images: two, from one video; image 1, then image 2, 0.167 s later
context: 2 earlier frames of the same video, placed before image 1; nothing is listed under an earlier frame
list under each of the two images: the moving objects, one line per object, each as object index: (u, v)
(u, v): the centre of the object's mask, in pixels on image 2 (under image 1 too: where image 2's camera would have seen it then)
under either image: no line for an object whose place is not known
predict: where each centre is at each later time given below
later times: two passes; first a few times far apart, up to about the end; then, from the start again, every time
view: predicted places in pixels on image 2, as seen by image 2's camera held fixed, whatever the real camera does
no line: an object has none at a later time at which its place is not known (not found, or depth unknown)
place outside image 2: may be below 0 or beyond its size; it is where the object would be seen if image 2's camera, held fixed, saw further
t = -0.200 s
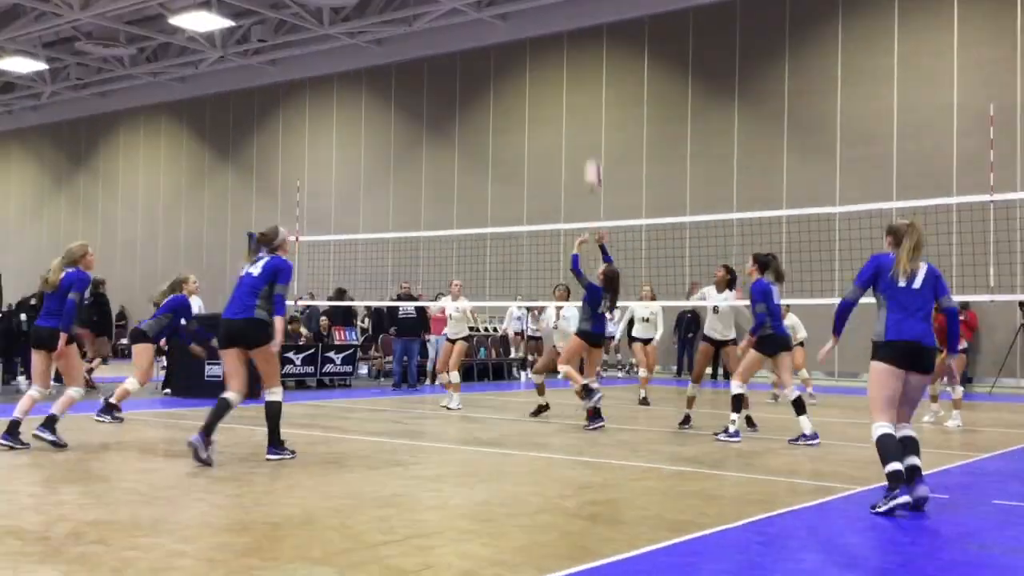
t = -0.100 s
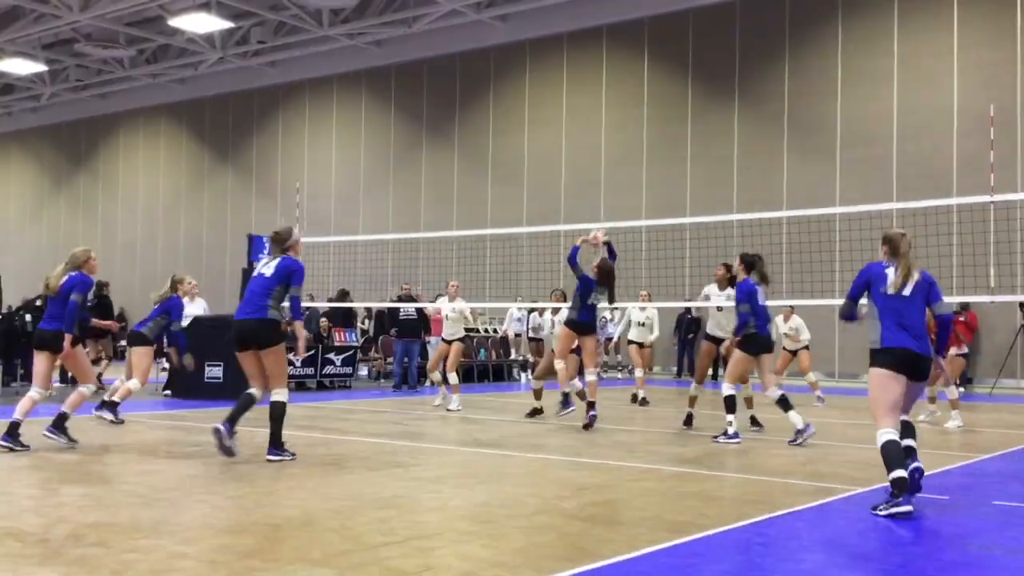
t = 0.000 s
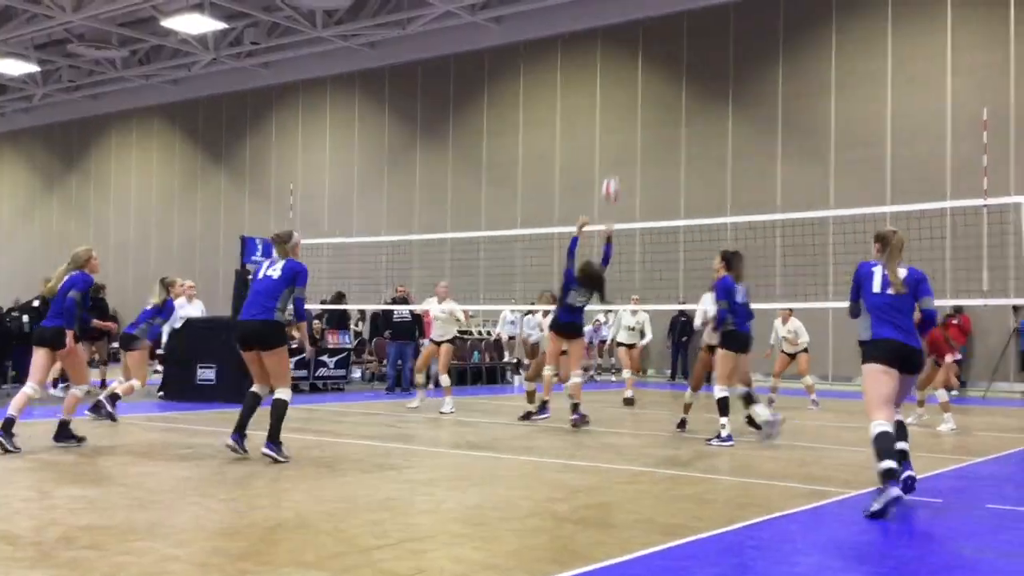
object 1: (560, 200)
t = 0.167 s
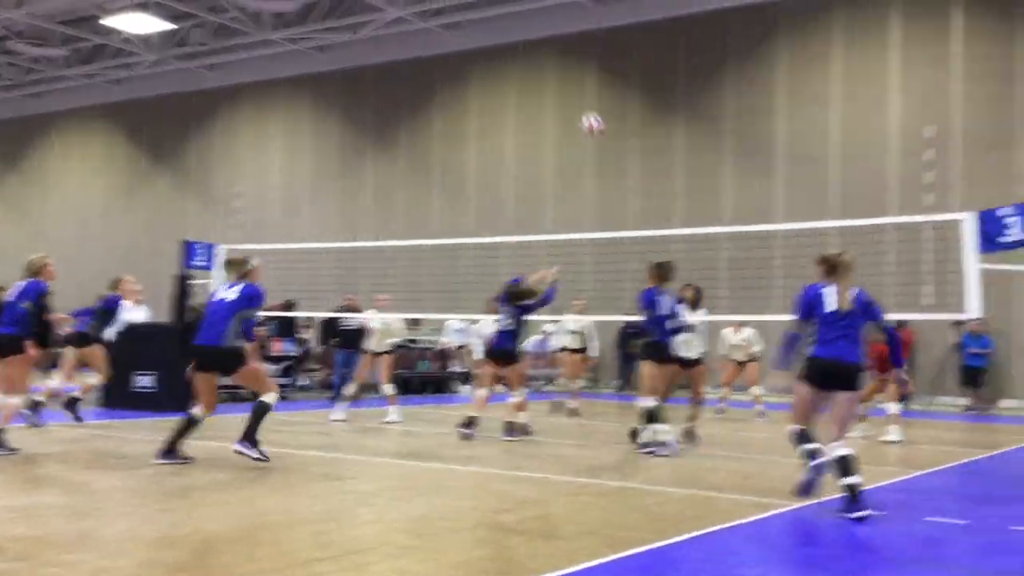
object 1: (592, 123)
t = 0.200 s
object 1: (598, 111)
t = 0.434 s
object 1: (637, 53)
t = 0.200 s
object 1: (598, 111)
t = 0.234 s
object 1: (603, 99)
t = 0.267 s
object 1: (608, 90)
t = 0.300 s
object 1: (613, 80)
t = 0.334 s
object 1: (619, 72)
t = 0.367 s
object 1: (625, 64)
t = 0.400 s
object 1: (630, 58)
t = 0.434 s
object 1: (637, 53)
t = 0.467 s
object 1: (643, 48)
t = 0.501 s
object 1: (648, 45)
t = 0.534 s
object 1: (654, 43)
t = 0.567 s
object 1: (661, 42)
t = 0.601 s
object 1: (667, 43)
